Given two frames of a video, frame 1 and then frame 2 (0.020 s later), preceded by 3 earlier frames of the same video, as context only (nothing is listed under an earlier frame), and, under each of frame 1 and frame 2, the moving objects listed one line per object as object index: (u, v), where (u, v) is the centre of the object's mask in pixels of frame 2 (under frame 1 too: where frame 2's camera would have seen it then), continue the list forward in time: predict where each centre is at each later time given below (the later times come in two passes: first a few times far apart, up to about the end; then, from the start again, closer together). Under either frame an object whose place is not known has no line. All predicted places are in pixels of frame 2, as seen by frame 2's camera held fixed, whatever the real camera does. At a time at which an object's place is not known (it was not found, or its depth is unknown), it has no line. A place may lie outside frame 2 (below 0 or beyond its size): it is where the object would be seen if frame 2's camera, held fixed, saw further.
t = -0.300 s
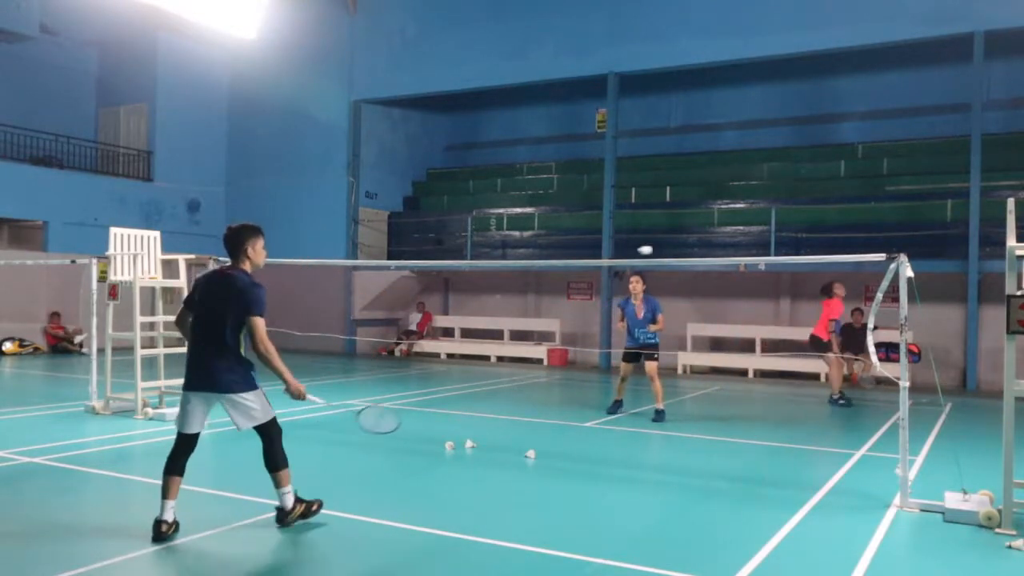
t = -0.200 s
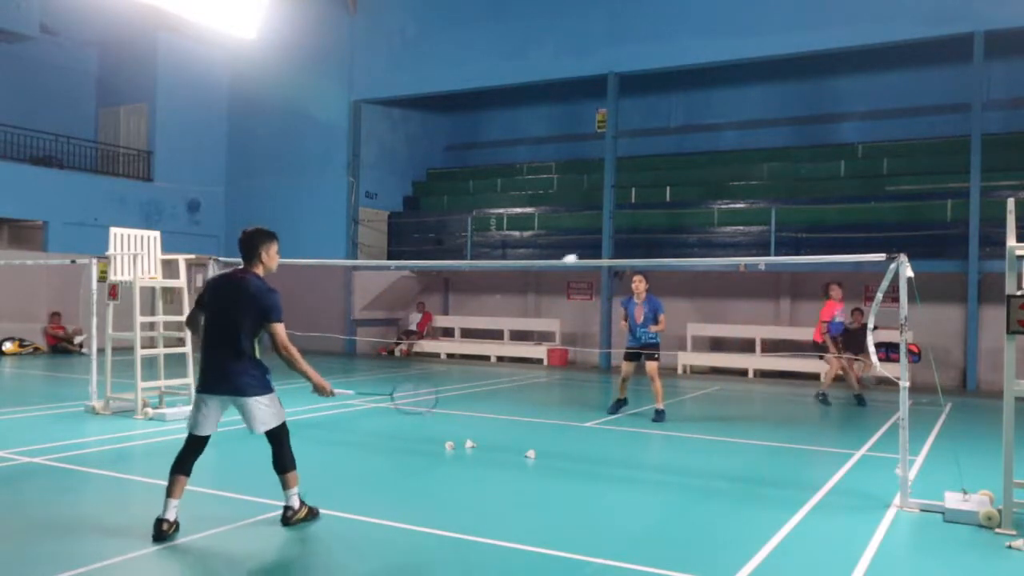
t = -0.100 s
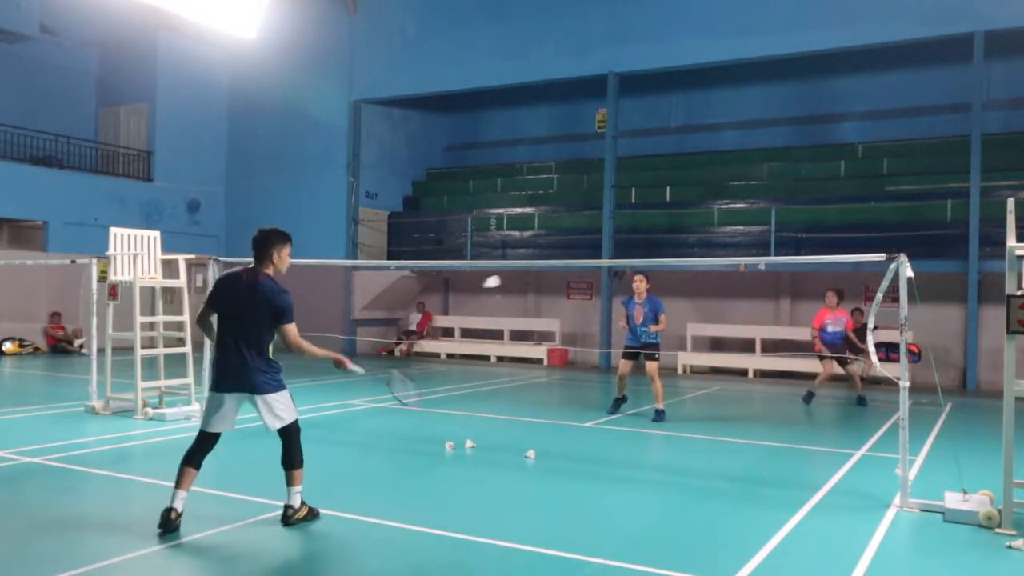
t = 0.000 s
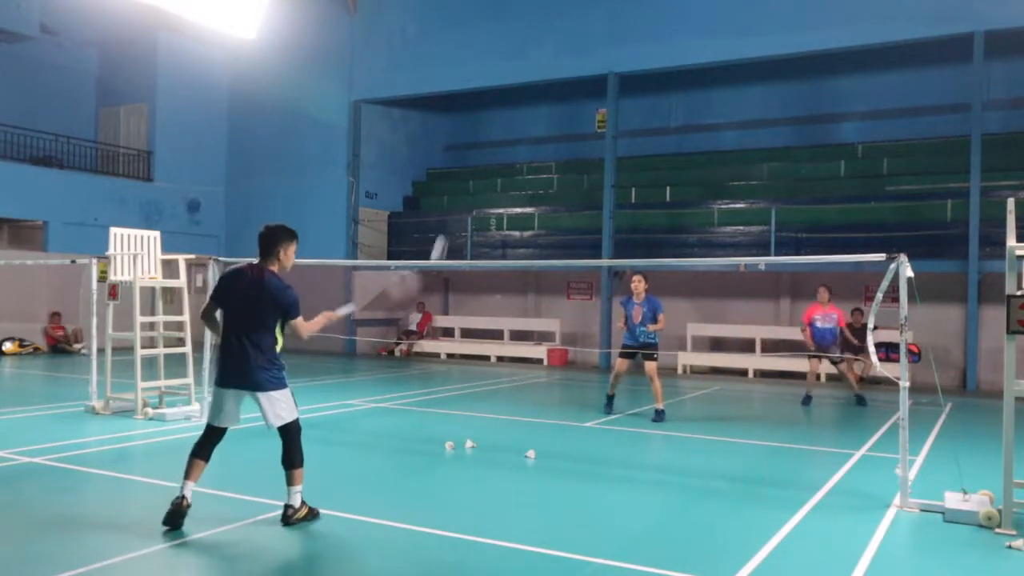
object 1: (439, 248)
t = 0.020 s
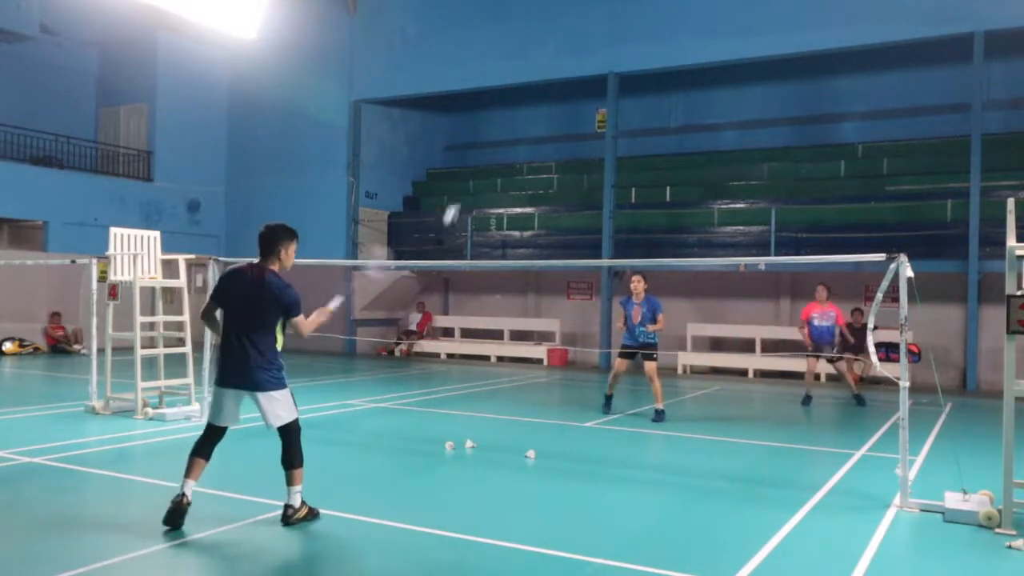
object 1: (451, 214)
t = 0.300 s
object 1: (501, 37)
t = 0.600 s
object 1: (520, 30)
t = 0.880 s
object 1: (528, 79)
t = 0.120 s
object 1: (478, 108)
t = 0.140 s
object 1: (481, 95)
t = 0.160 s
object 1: (485, 84)
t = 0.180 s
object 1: (488, 74)
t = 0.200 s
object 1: (490, 66)
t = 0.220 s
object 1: (492, 58)
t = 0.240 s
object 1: (494, 52)
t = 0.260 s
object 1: (497, 46)
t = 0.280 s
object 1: (499, 42)
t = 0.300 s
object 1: (501, 37)
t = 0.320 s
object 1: (503, 34)
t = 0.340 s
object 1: (505, 30)
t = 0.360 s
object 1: (506, 29)
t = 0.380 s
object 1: (507, 27)
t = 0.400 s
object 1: (509, 25)
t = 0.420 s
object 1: (510, 24)
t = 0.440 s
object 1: (512, 24)
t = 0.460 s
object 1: (513, 24)
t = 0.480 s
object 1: (514, 24)
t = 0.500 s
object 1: (515, 24)
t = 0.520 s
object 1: (516, 24)
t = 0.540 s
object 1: (517, 26)
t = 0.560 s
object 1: (518, 27)
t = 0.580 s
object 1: (519, 28)
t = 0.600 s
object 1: (520, 30)
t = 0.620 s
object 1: (521, 32)
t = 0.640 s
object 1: (521, 34)
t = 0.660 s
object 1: (522, 36)
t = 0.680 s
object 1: (523, 39)
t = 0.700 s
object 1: (524, 42)
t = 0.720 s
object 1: (524, 45)
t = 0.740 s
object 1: (525, 48)
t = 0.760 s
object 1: (525, 52)
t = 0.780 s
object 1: (526, 56)
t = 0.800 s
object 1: (527, 60)
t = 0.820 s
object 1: (527, 65)
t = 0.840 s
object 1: (528, 69)
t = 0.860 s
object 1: (528, 74)
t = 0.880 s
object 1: (528, 79)
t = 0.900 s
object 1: (528, 84)
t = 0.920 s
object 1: (529, 89)
